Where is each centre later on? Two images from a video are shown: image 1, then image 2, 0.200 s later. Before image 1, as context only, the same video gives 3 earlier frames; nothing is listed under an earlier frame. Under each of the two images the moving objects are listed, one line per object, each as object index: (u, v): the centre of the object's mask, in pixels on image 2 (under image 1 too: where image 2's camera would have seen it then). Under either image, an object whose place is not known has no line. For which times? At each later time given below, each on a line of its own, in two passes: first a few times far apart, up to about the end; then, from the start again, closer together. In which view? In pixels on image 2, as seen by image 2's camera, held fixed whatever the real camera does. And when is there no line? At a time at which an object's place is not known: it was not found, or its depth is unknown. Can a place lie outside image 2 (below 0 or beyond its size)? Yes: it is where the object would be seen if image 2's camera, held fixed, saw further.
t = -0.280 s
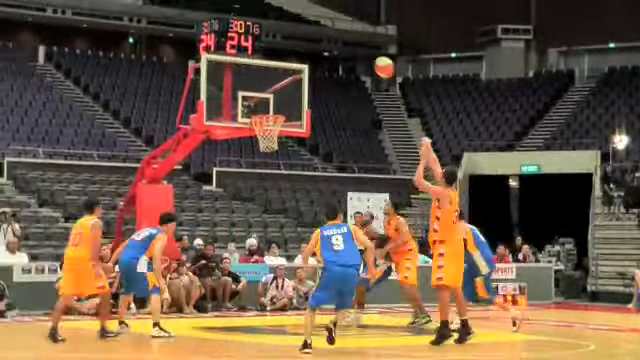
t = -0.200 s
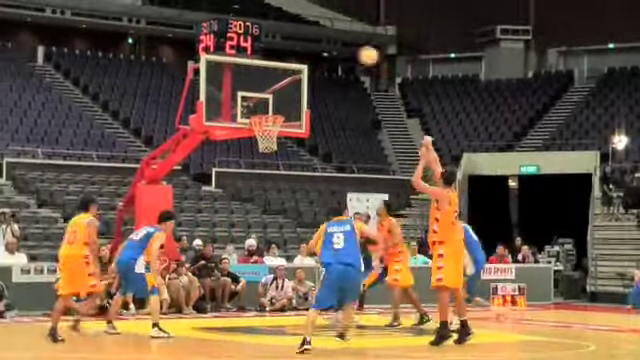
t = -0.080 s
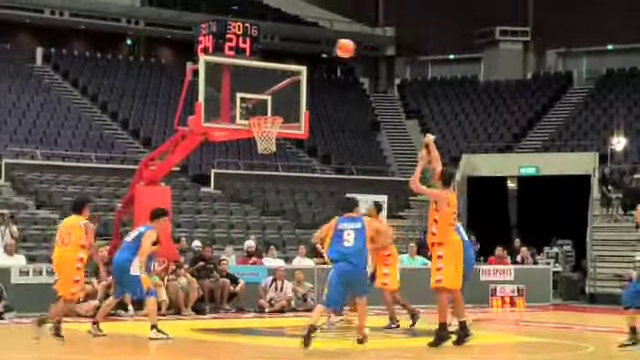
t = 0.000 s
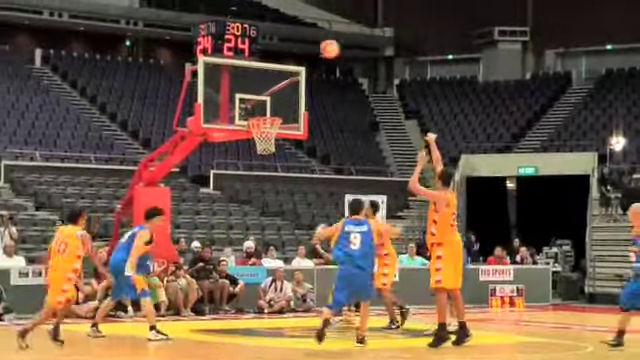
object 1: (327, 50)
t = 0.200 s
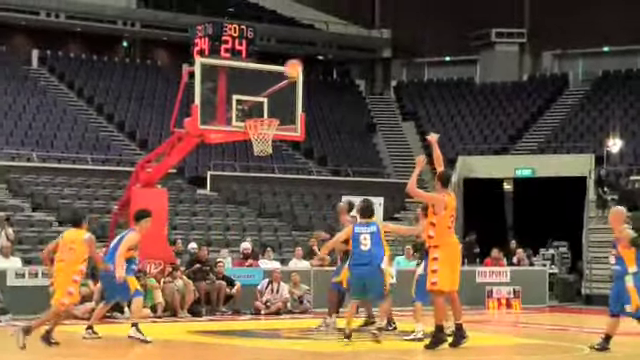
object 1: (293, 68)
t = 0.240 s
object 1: (286, 73)
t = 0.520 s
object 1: (272, 131)
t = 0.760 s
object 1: (266, 152)
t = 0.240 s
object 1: (286, 73)
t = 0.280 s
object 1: (280, 82)
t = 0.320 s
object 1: (275, 90)
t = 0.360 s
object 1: (268, 100)
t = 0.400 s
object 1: (262, 108)
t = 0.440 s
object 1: (256, 114)
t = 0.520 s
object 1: (272, 131)
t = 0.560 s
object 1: (274, 128)
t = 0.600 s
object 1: (272, 139)
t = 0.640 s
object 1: (272, 139)
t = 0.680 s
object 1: (269, 143)
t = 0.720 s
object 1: (270, 145)
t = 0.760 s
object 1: (266, 152)
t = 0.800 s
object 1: (261, 160)
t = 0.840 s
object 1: (262, 162)
